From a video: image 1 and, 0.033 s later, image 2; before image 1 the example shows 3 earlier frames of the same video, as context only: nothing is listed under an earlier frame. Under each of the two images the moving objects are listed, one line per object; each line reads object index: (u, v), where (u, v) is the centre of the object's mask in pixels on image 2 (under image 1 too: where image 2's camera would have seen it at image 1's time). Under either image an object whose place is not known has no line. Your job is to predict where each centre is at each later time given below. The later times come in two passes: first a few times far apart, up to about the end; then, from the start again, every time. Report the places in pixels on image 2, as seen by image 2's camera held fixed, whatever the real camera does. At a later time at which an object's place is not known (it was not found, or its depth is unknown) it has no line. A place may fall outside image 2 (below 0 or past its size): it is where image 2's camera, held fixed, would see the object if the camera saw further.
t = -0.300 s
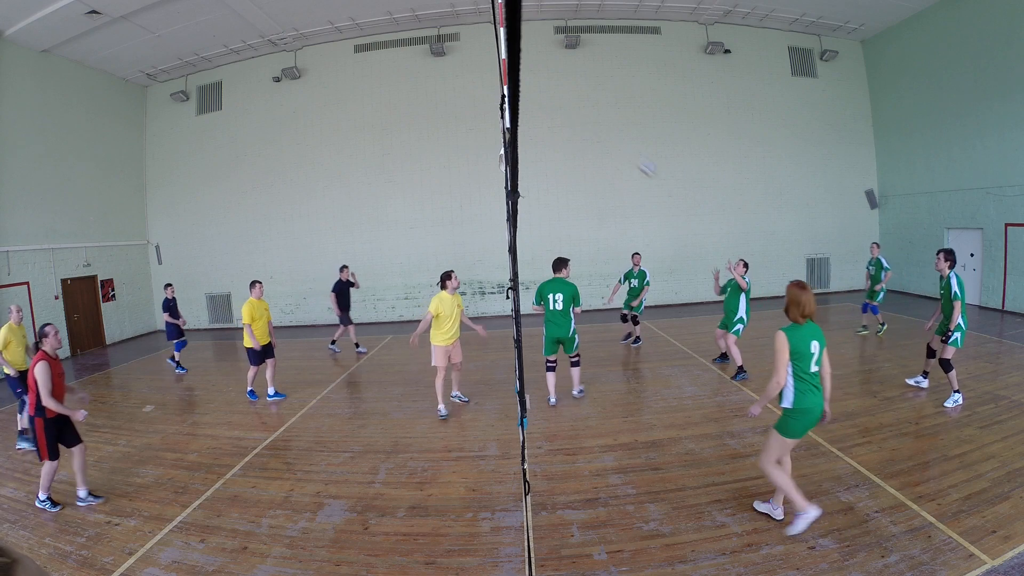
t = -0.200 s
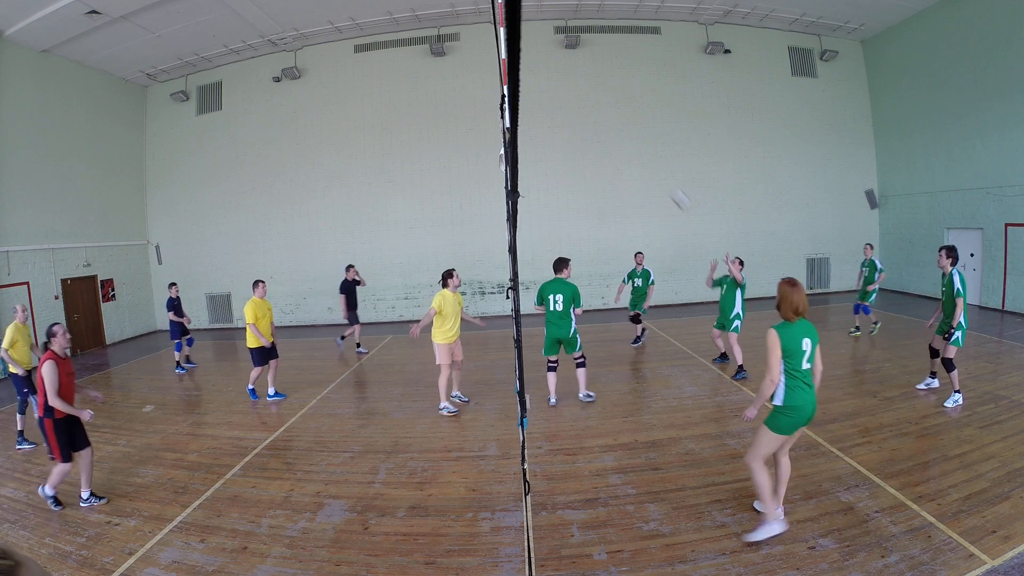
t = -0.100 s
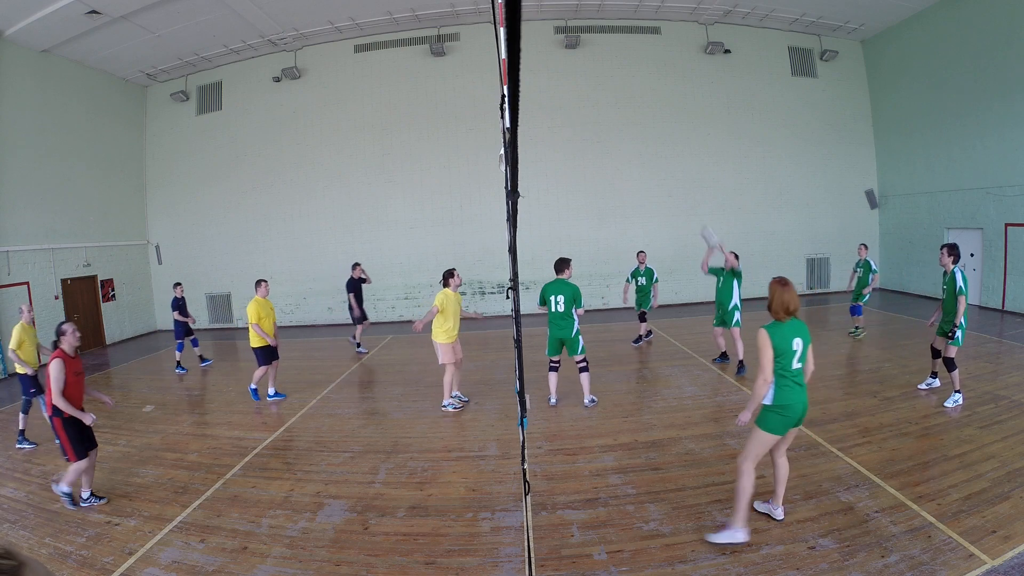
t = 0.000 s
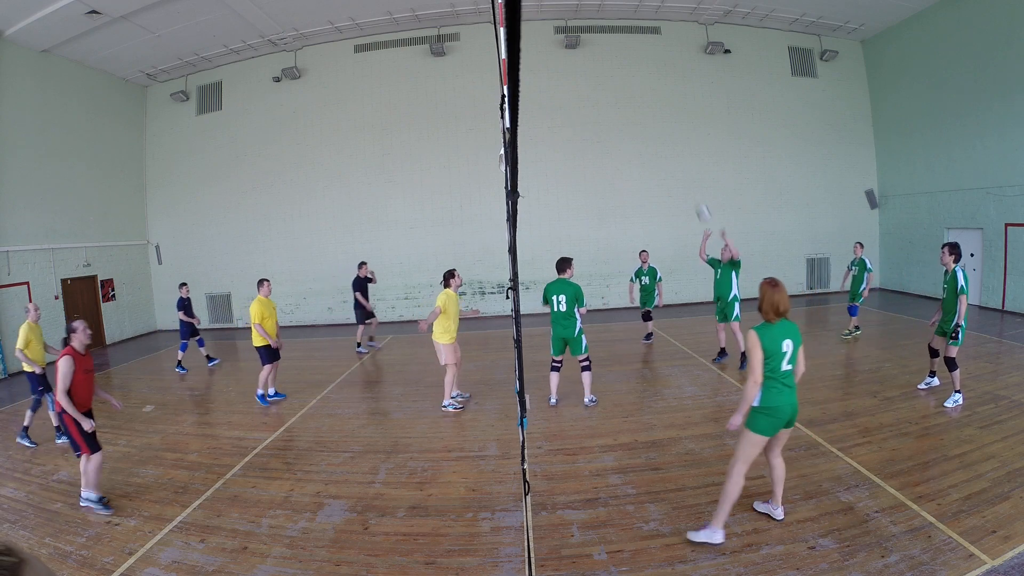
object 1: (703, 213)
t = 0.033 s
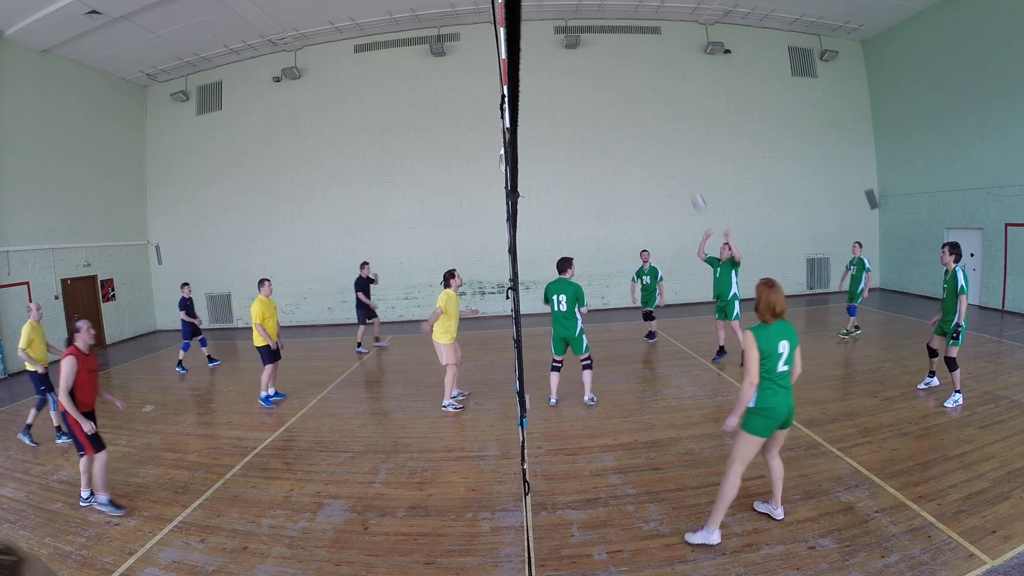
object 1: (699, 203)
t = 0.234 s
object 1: (672, 155)
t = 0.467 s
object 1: (643, 136)
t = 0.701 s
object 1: (617, 152)
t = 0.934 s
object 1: (594, 203)
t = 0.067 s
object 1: (694, 193)
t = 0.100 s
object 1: (690, 184)
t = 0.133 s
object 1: (685, 176)
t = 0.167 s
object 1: (681, 168)
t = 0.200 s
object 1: (676, 161)
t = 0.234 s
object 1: (672, 155)
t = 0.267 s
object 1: (667, 150)
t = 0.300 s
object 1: (664, 146)
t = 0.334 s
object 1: (660, 143)
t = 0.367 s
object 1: (655, 140)
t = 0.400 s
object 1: (651, 137)
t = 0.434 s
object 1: (647, 136)
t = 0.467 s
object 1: (643, 136)
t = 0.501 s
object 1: (639, 136)
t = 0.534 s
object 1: (636, 137)
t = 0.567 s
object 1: (633, 138)
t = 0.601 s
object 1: (629, 141)
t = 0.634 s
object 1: (625, 144)
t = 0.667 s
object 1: (621, 147)
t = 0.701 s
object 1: (617, 152)
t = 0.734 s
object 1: (613, 157)
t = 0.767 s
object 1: (609, 163)
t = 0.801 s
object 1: (607, 170)
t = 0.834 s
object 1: (603, 177)
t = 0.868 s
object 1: (601, 184)
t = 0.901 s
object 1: (597, 194)
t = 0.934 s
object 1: (594, 203)
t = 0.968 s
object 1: (591, 214)
